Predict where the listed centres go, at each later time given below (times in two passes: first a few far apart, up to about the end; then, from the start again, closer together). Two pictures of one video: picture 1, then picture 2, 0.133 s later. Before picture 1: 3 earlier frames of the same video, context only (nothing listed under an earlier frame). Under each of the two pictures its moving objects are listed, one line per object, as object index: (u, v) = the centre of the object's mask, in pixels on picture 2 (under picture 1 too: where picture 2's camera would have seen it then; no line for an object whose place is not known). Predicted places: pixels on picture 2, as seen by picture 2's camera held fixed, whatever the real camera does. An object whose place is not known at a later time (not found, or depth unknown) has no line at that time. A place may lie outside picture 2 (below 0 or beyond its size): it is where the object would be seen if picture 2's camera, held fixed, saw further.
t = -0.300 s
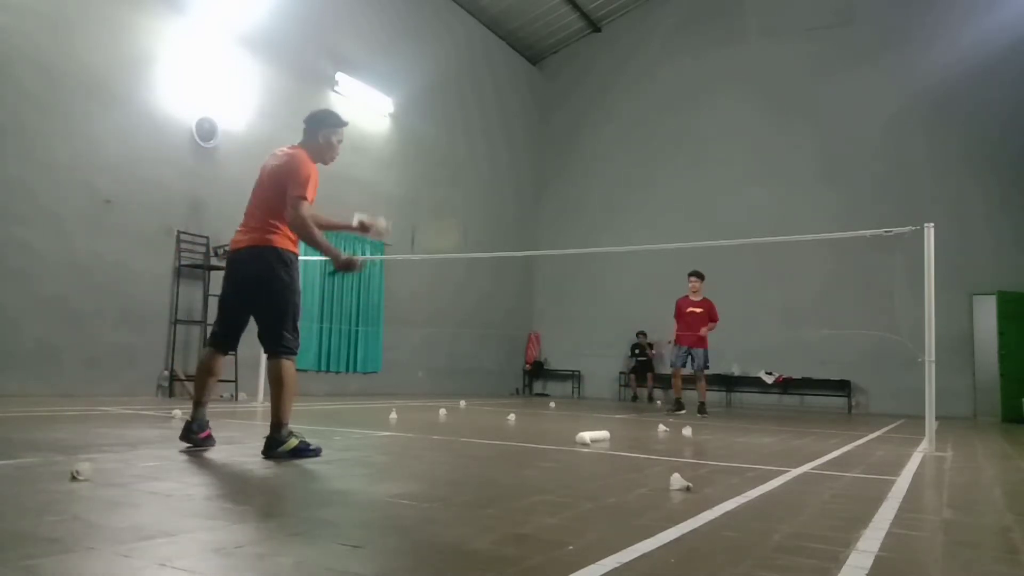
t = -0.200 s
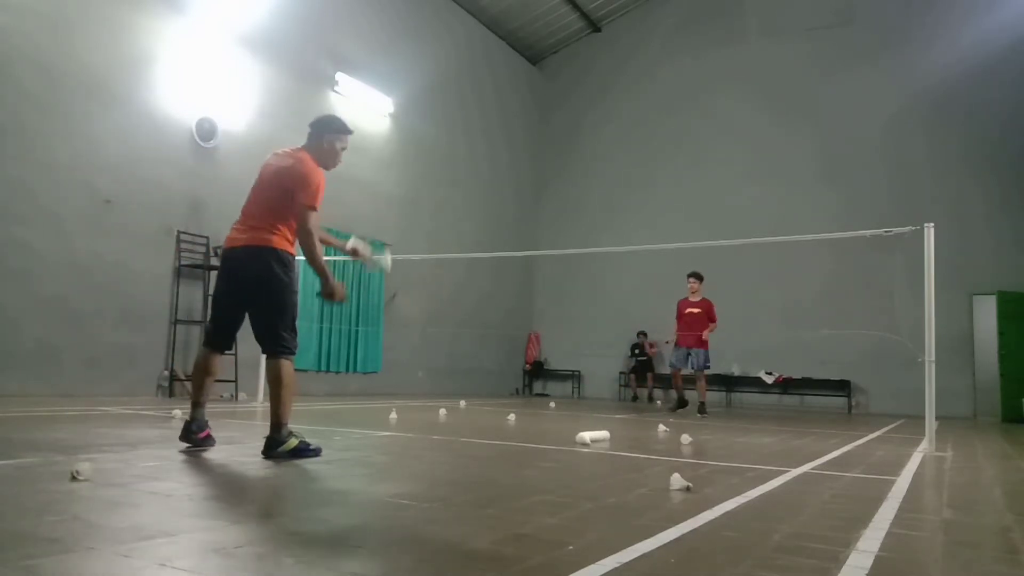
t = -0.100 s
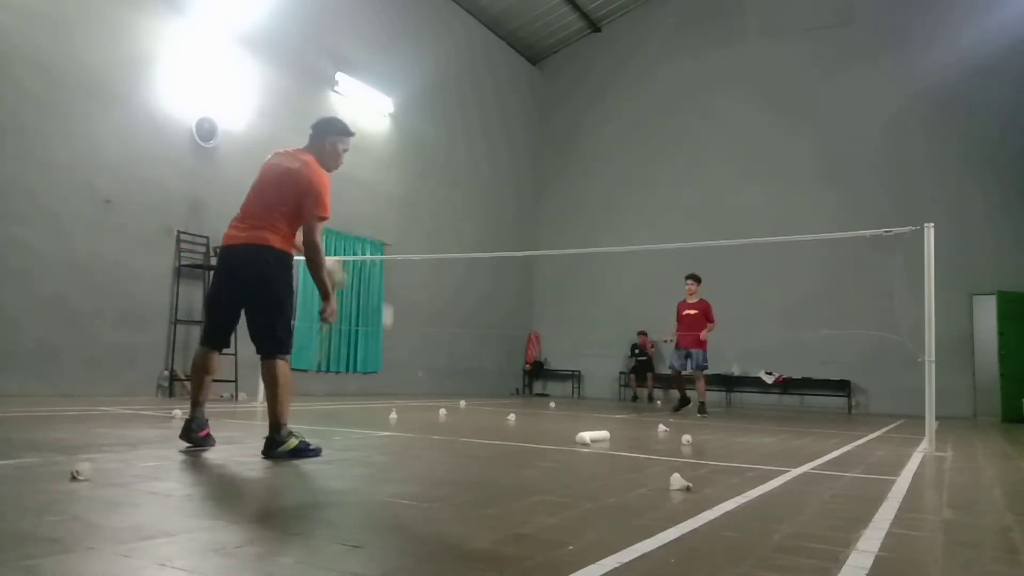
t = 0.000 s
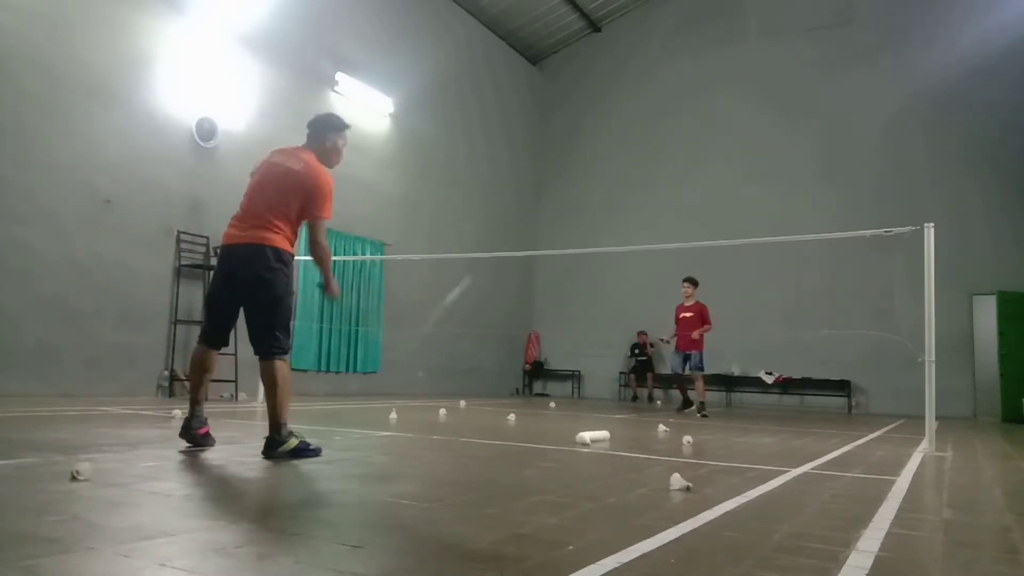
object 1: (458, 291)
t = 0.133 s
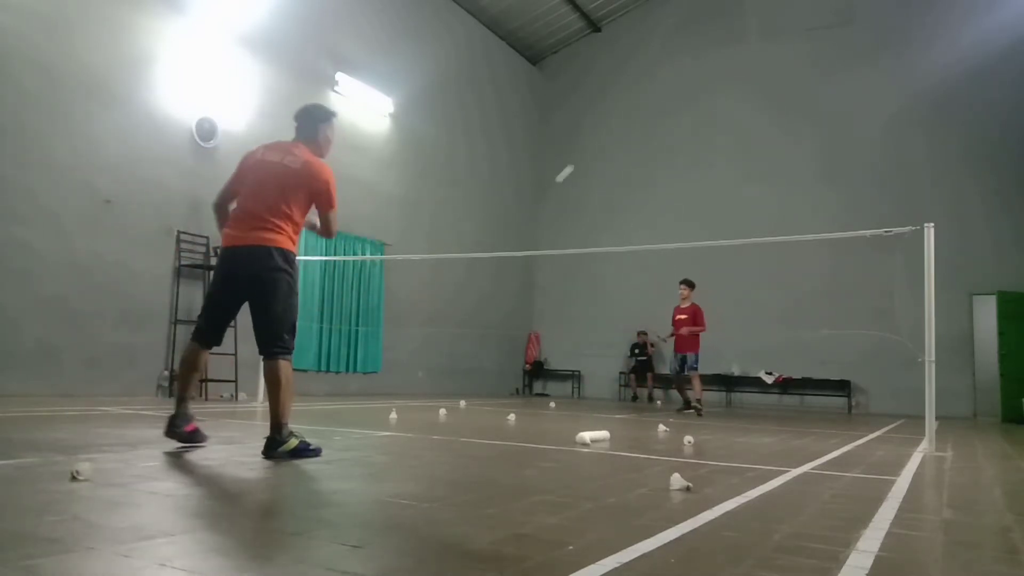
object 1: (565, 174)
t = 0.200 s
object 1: (592, 150)
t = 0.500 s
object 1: (653, 132)
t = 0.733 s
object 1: (677, 164)
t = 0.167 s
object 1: (579, 161)
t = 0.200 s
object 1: (592, 150)
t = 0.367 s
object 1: (634, 128)
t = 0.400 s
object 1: (639, 128)
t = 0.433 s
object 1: (644, 128)
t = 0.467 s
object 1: (649, 130)
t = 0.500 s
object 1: (653, 132)
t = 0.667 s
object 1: (671, 152)
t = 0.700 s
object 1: (674, 158)
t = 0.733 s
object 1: (677, 164)
